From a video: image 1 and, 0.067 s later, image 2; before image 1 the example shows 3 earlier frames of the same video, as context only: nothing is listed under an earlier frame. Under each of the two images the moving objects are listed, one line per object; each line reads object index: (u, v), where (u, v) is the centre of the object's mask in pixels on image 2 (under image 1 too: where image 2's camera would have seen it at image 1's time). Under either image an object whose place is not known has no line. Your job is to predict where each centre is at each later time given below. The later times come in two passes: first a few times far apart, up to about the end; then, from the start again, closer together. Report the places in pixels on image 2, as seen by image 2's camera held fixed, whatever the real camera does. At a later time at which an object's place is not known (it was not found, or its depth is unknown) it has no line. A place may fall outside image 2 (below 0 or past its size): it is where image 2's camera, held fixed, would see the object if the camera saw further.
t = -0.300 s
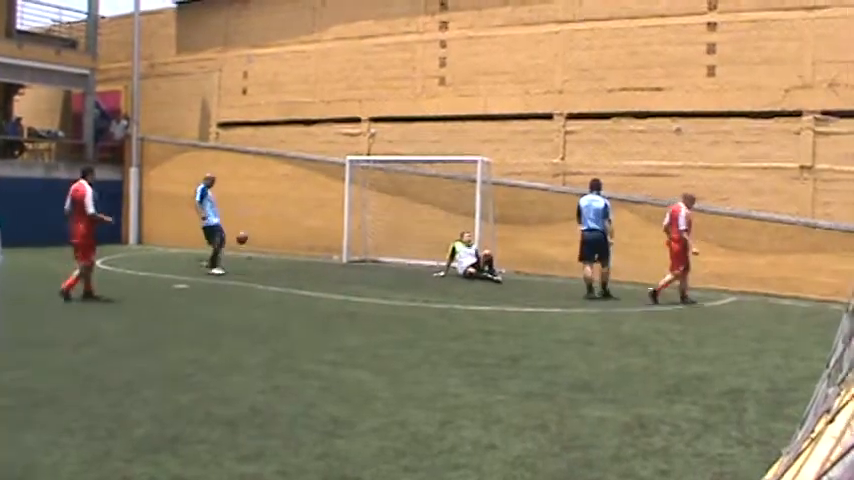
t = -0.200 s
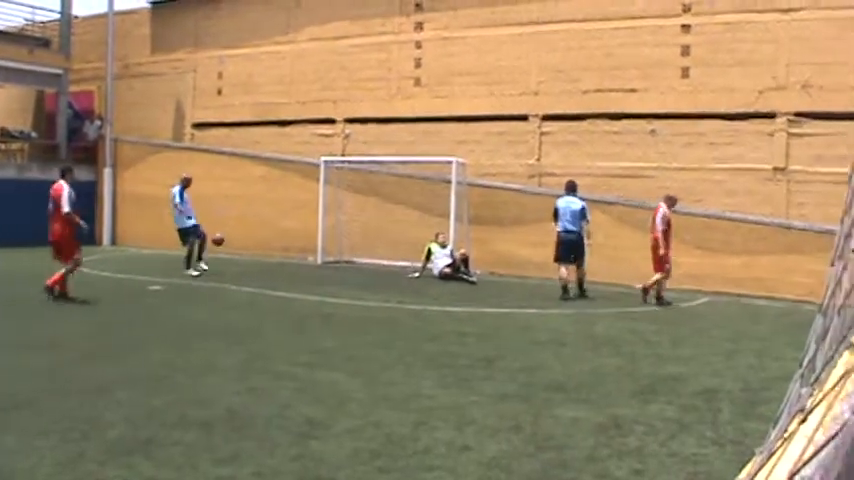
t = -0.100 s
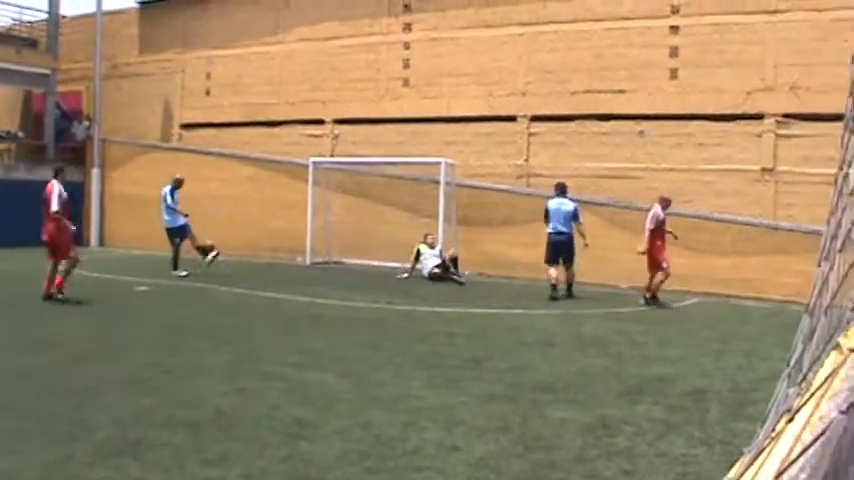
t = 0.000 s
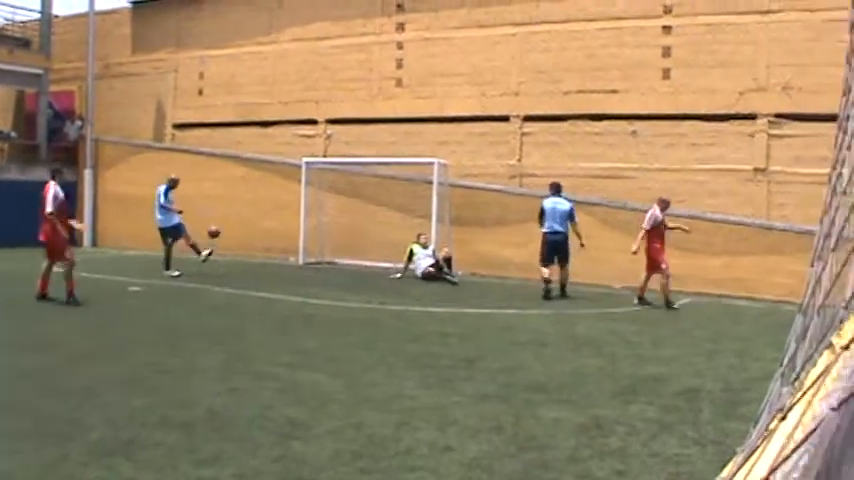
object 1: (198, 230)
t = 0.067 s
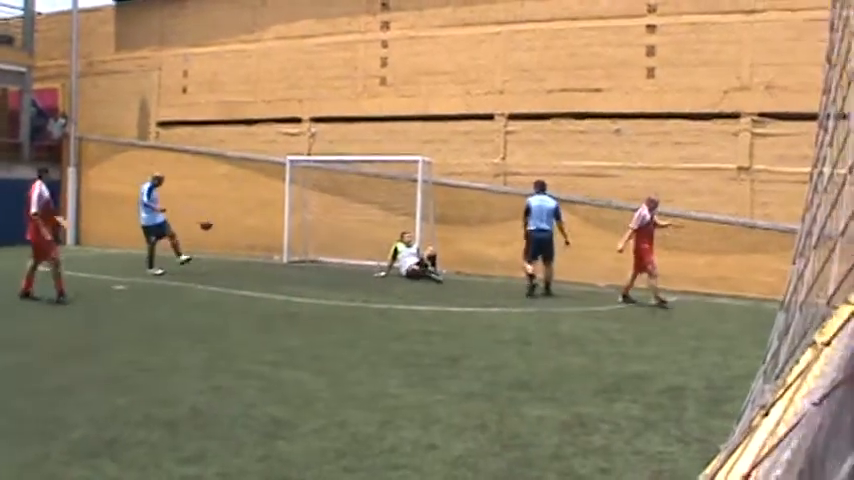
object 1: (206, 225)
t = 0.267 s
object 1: (230, 221)
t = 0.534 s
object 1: (261, 252)
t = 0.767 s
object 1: (284, 254)
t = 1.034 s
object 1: (303, 248)
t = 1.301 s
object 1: (322, 269)
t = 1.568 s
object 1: (342, 263)
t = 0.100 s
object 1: (210, 222)
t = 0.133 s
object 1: (214, 220)
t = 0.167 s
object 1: (218, 220)
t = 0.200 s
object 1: (222, 219)
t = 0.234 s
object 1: (226, 220)
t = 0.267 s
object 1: (230, 221)
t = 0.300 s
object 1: (234, 222)
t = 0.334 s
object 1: (238, 224)
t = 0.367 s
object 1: (243, 228)
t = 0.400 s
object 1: (247, 232)
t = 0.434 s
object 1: (251, 236)
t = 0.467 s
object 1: (253, 242)
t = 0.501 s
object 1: (258, 247)
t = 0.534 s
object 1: (261, 252)
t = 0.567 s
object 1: (267, 260)
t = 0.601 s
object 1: (270, 267)
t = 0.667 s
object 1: (276, 265)
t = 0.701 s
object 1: (279, 262)
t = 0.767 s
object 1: (284, 254)
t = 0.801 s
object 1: (286, 251)
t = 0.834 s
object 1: (289, 248)
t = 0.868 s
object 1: (292, 247)
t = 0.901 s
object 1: (294, 246)
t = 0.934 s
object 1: (297, 245)
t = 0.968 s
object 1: (299, 246)
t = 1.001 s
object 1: (300, 246)
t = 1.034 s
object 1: (303, 248)
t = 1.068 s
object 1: (305, 250)
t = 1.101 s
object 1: (308, 253)
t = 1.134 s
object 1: (310, 257)
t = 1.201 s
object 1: (314, 266)
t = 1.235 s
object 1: (317, 271)
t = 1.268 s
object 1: (319, 275)
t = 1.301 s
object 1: (322, 269)
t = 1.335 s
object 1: (324, 268)
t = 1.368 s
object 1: (327, 266)
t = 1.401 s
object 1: (329, 265)
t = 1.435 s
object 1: (333, 264)
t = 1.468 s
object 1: (334, 262)
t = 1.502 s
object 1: (338, 261)
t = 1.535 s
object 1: (341, 263)
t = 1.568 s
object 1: (342, 263)
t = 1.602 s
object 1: (346, 266)
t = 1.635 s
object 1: (346, 270)
